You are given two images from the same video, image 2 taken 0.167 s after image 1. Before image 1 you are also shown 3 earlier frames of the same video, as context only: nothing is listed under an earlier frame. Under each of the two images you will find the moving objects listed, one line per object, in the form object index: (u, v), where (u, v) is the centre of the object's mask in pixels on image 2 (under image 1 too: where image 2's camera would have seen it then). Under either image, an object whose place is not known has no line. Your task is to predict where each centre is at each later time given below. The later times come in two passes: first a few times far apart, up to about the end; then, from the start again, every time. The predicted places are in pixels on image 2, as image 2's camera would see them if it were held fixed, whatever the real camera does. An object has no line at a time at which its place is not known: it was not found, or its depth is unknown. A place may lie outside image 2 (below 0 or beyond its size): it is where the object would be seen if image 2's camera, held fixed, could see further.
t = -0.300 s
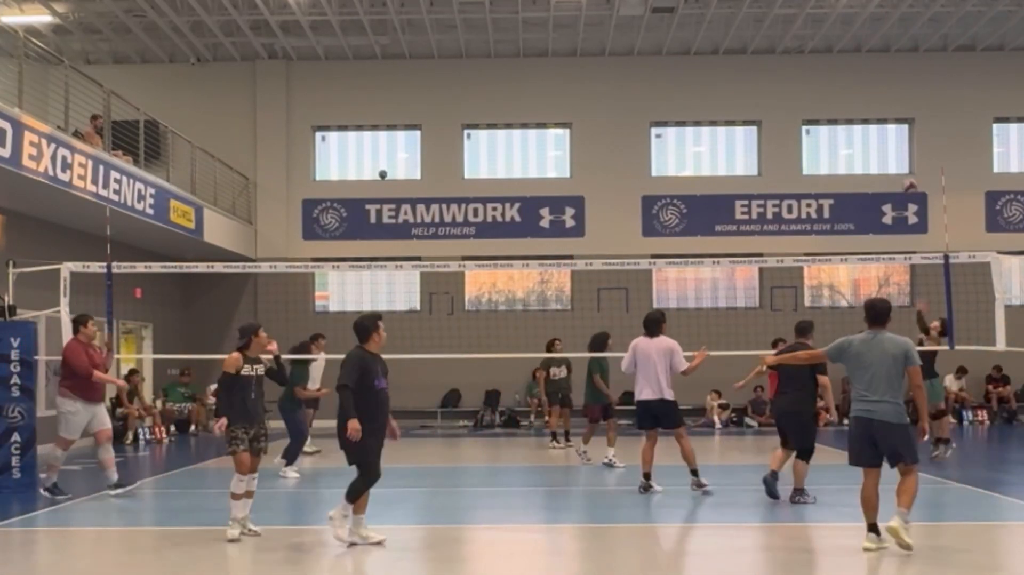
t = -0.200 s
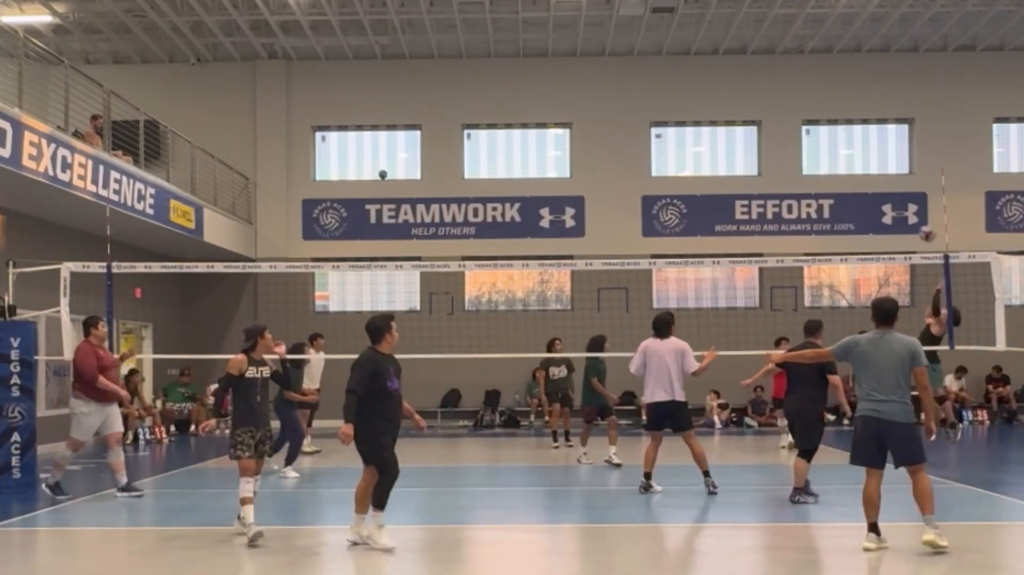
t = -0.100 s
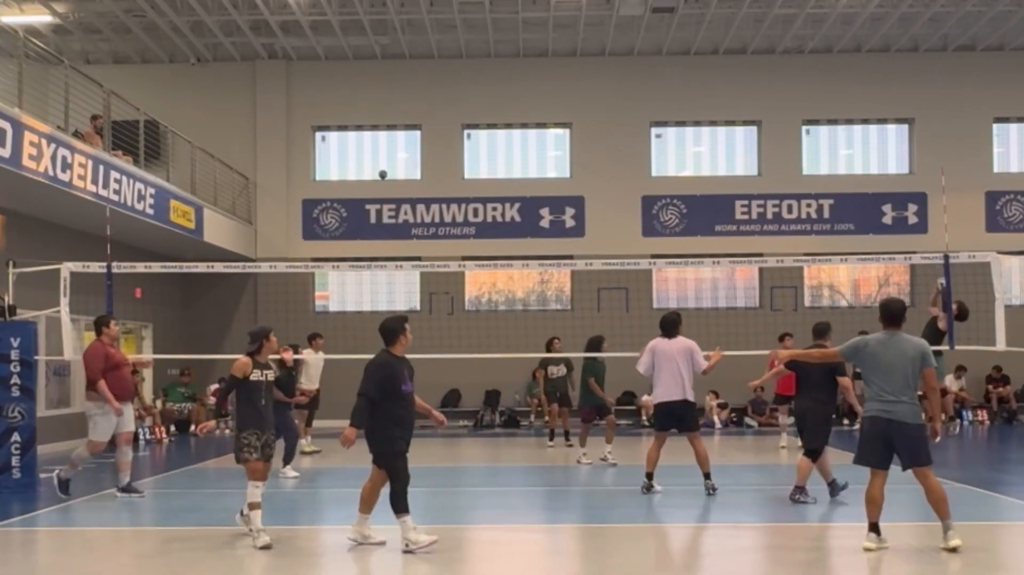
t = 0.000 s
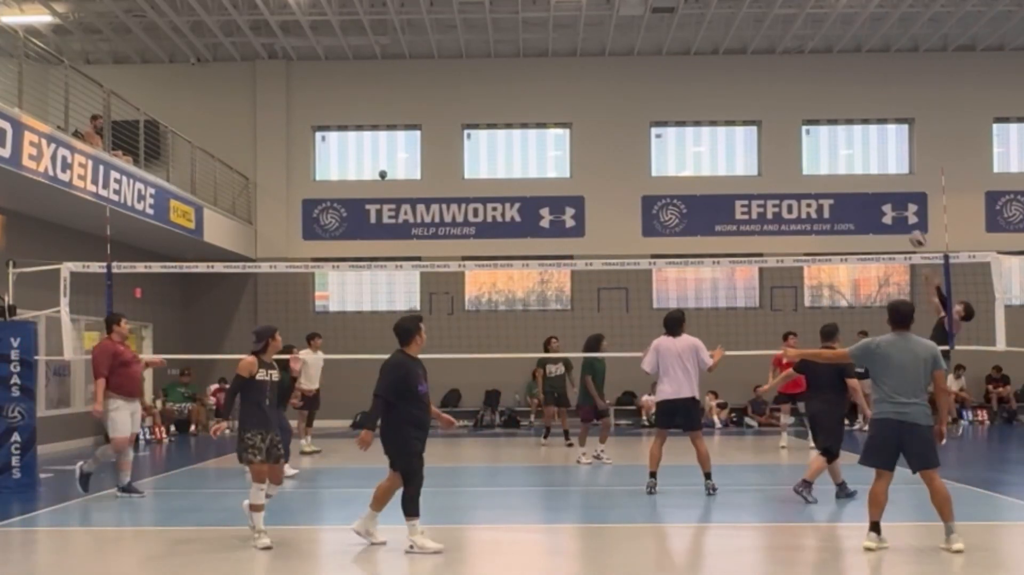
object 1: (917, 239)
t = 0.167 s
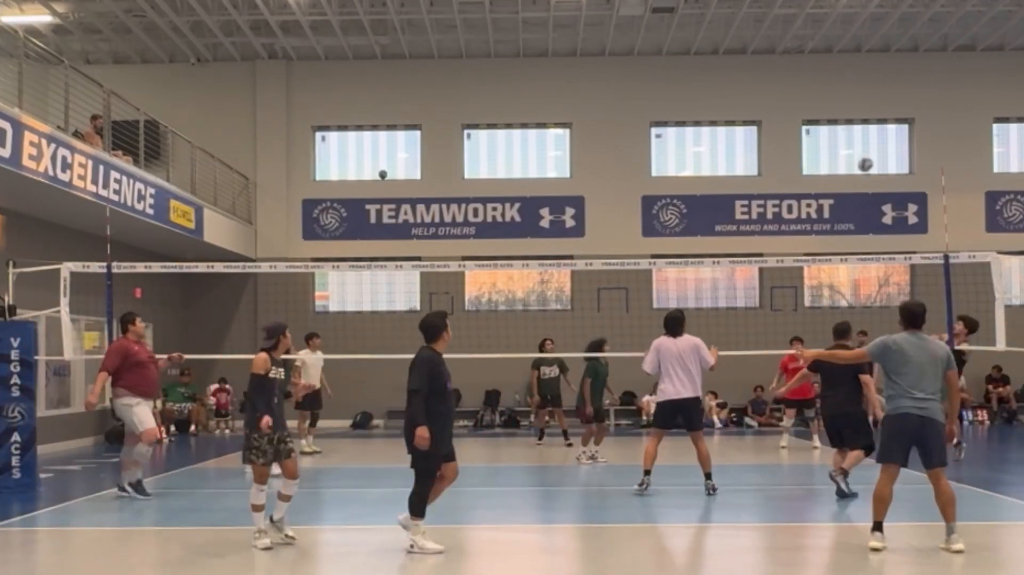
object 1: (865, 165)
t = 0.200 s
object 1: (855, 152)
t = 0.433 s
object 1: (784, 90)
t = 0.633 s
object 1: (723, 72)
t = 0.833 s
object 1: (664, 84)
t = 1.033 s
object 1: (605, 130)
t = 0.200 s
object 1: (855, 152)
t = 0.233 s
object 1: (844, 141)
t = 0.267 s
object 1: (834, 129)
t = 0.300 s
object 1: (824, 120)
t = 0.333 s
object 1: (814, 111)
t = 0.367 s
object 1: (804, 104)
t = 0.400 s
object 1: (794, 97)
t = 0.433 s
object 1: (784, 90)
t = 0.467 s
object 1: (774, 85)
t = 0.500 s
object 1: (763, 80)
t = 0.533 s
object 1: (753, 77)
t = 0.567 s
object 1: (743, 74)
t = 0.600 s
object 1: (733, 72)
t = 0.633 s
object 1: (723, 72)
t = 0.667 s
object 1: (713, 72)
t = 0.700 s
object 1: (704, 72)
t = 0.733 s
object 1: (694, 74)
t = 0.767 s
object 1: (684, 77)
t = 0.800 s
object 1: (674, 80)
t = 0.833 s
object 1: (664, 84)
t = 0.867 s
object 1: (654, 90)
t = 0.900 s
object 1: (644, 96)
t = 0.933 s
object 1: (635, 103)
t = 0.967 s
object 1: (625, 112)
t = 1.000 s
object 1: (615, 120)
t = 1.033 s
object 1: (605, 130)
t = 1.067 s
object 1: (596, 141)
